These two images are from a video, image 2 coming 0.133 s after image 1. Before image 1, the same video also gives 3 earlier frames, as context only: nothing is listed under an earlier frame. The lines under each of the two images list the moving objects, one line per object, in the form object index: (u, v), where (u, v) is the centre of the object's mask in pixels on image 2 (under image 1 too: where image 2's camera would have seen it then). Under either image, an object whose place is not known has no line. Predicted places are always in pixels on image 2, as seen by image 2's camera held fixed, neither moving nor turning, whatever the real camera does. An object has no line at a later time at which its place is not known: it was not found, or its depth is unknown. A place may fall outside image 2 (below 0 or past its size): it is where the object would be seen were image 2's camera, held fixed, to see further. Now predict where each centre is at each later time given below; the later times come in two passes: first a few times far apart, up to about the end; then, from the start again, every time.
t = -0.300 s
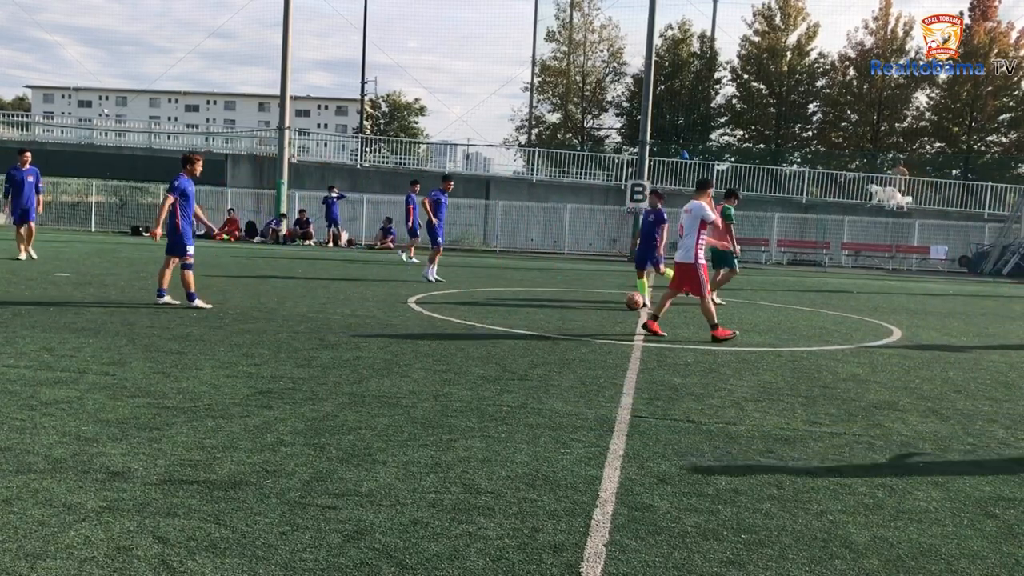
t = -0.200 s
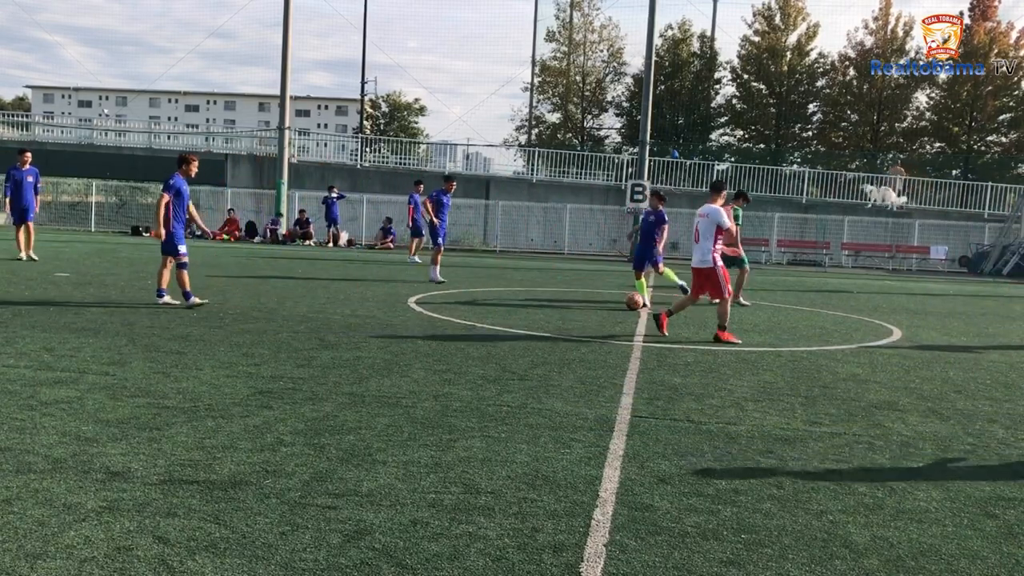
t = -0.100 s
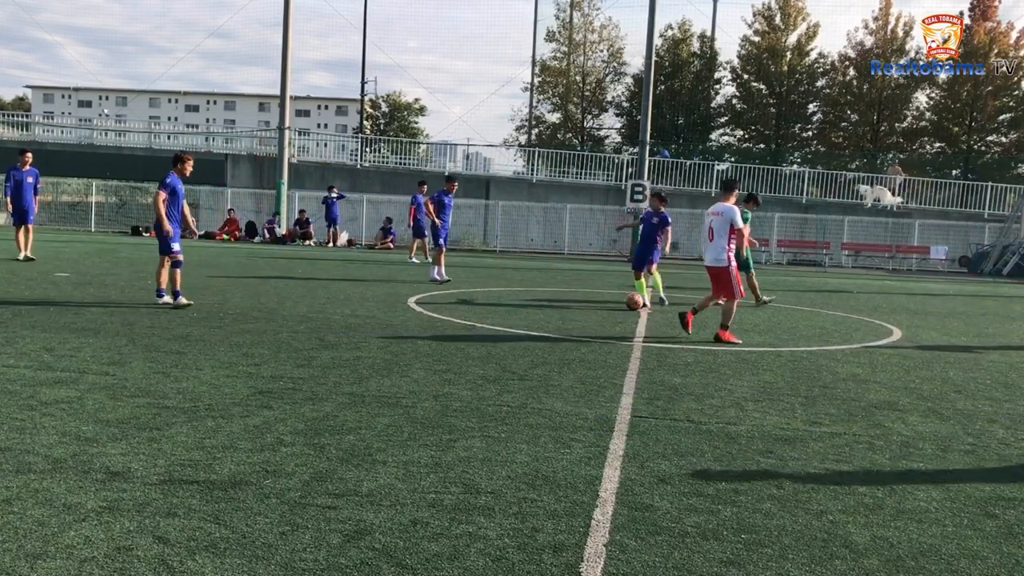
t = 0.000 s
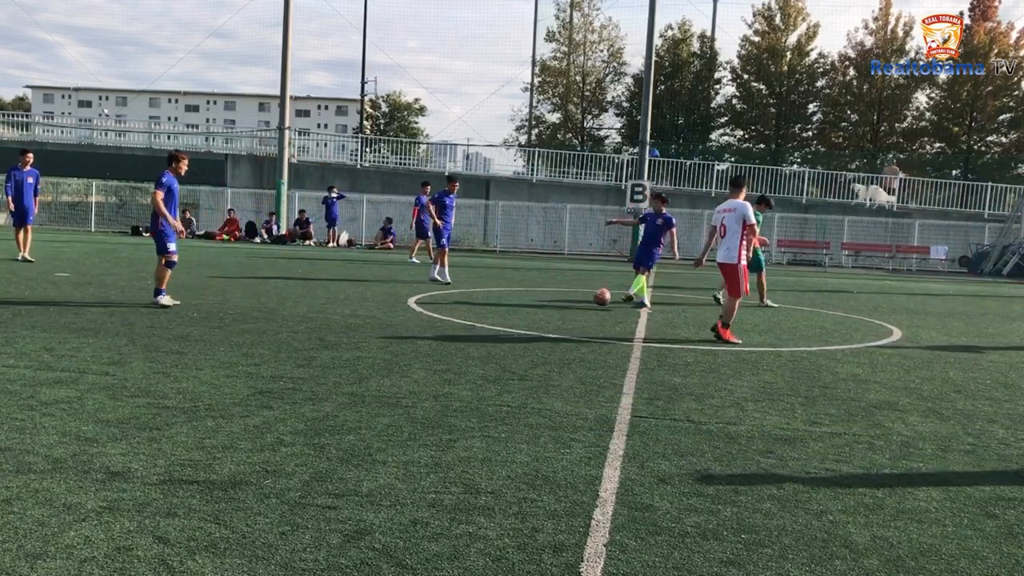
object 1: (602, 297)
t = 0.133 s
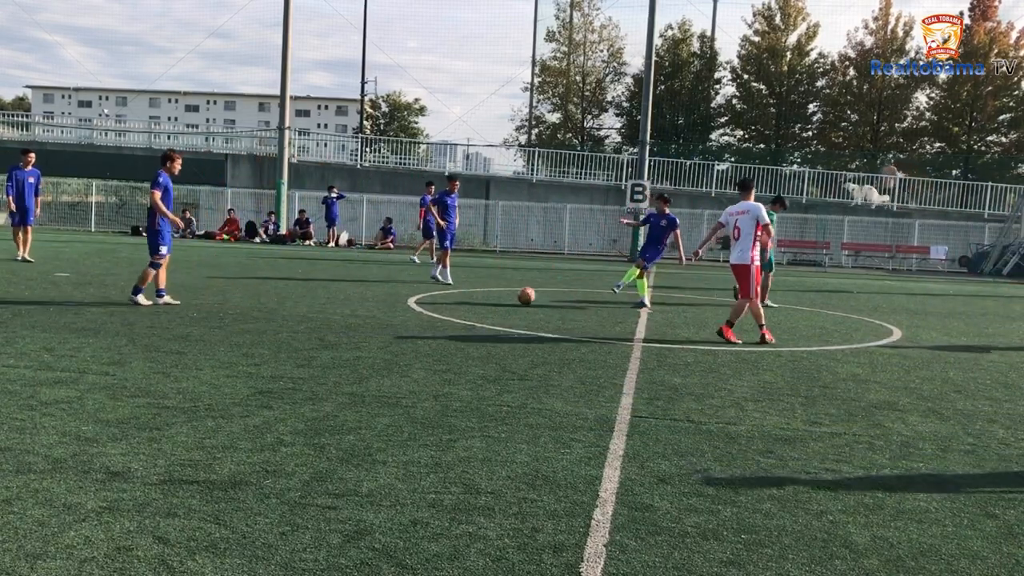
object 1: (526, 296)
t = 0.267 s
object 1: (460, 291)
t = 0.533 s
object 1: (346, 291)
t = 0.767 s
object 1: (263, 289)
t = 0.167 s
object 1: (507, 297)
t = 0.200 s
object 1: (491, 295)
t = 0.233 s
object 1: (475, 293)
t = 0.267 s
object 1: (460, 291)
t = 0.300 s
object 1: (445, 290)
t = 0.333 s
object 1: (429, 290)
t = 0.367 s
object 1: (413, 292)
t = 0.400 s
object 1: (397, 293)
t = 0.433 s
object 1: (384, 292)
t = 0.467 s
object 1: (372, 291)
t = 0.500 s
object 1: (359, 291)
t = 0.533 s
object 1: (346, 291)
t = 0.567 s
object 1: (335, 292)
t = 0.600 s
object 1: (321, 290)
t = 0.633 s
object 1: (312, 290)
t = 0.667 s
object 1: (297, 290)
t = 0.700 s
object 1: (287, 291)
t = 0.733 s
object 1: (274, 289)
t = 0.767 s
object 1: (263, 289)
